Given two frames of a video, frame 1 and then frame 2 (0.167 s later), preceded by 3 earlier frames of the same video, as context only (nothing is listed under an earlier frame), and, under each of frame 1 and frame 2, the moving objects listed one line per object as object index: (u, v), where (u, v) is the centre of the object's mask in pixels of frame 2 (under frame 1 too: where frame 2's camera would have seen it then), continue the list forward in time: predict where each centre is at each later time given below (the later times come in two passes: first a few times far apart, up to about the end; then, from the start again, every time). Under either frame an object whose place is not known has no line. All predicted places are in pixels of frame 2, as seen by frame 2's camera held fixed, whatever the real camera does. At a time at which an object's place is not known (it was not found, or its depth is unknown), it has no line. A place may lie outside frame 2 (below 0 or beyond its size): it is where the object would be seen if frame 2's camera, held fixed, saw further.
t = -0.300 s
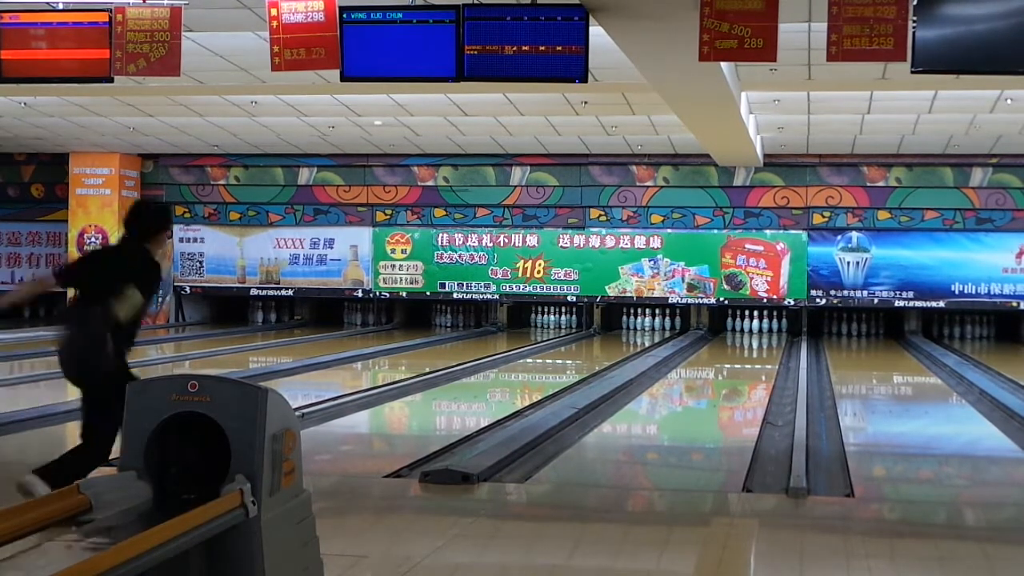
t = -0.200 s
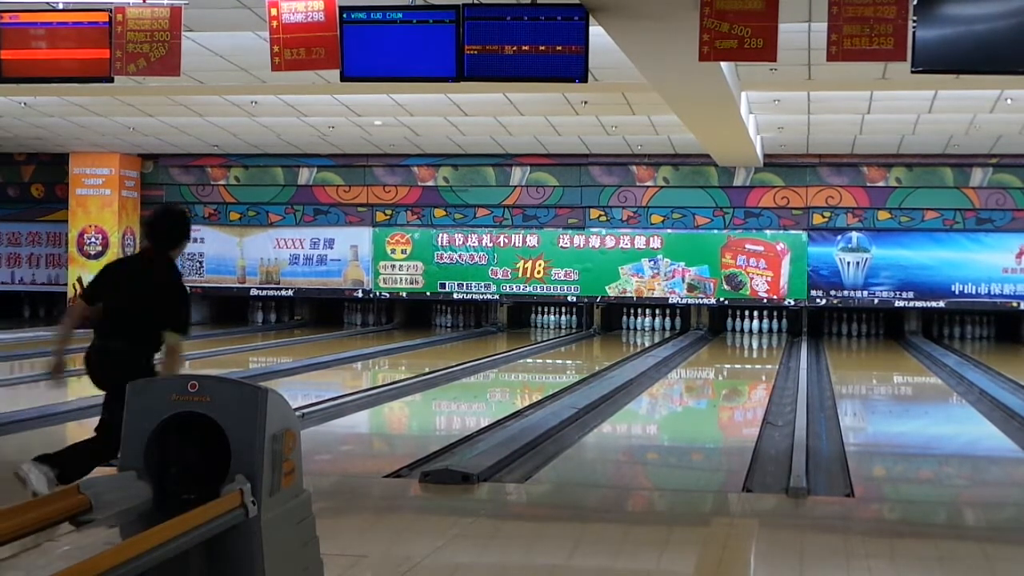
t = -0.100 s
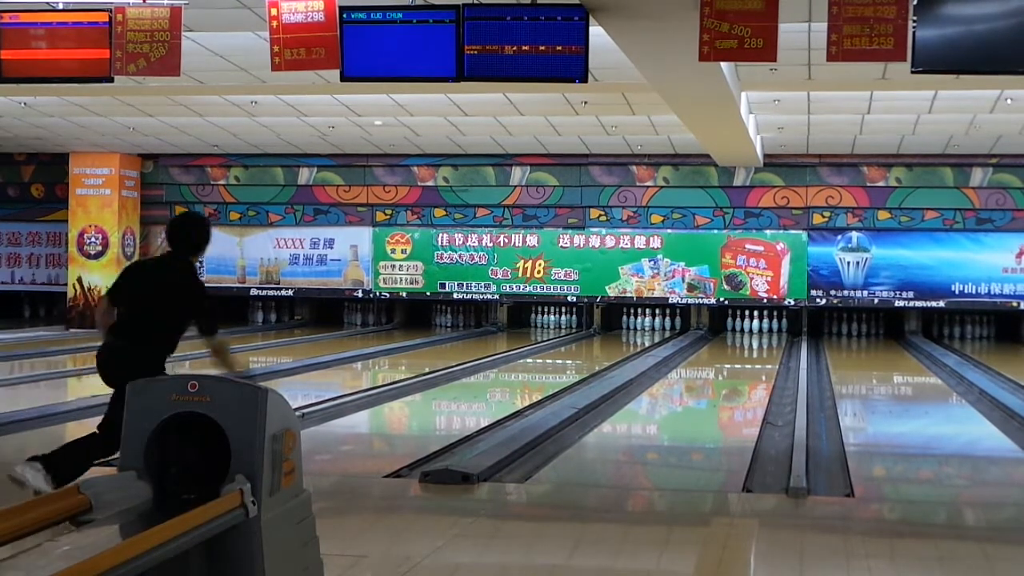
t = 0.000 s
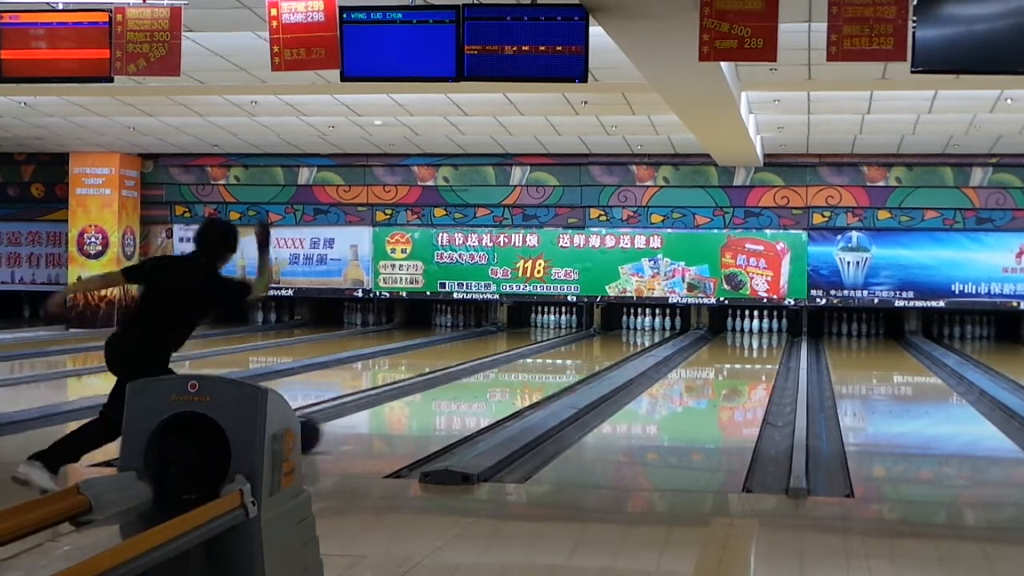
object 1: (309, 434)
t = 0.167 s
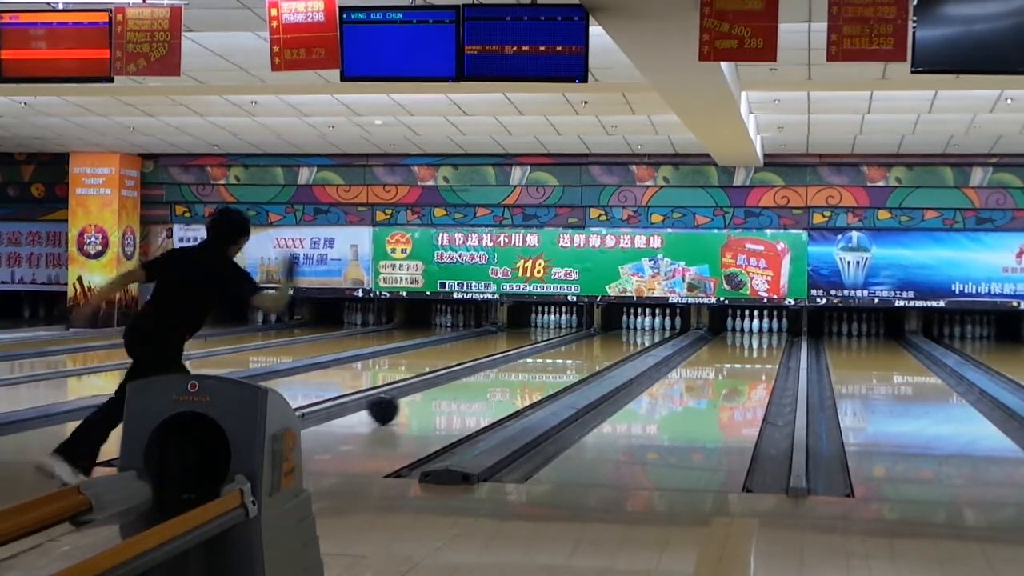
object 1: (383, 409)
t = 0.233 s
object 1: (409, 400)
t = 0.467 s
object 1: (479, 379)
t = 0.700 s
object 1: (528, 362)
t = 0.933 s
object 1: (565, 352)
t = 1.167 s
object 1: (593, 341)
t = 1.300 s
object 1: (604, 338)
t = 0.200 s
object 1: (397, 405)
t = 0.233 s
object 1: (409, 400)
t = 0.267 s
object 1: (421, 397)
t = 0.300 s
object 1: (432, 394)
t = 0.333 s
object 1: (442, 390)
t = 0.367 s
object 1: (452, 387)
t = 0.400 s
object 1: (461, 384)
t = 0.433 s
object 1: (470, 381)
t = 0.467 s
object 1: (479, 379)
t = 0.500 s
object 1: (487, 376)
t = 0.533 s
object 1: (495, 374)
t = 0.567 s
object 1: (502, 371)
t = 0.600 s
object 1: (510, 369)
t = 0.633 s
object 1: (516, 367)
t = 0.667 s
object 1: (522, 365)
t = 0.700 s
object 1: (528, 362)
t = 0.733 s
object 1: (534, 361)
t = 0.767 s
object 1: (540, 359)
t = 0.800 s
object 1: (545, 357)
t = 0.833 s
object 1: (550, 356)
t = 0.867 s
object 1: (555, 354)
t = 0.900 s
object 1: (560, 352)
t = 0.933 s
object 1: (565, 352)
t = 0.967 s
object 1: (569, 350)
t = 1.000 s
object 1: (573, 349)
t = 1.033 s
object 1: (578, 346)
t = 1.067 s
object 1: (581, 345)
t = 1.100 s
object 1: (585, 344)
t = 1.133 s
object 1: (589, 343)
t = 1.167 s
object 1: (593, 341)
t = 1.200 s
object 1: (595, 340)
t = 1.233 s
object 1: (598, 340)
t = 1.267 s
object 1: (602, 339)
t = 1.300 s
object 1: (604, 338)
